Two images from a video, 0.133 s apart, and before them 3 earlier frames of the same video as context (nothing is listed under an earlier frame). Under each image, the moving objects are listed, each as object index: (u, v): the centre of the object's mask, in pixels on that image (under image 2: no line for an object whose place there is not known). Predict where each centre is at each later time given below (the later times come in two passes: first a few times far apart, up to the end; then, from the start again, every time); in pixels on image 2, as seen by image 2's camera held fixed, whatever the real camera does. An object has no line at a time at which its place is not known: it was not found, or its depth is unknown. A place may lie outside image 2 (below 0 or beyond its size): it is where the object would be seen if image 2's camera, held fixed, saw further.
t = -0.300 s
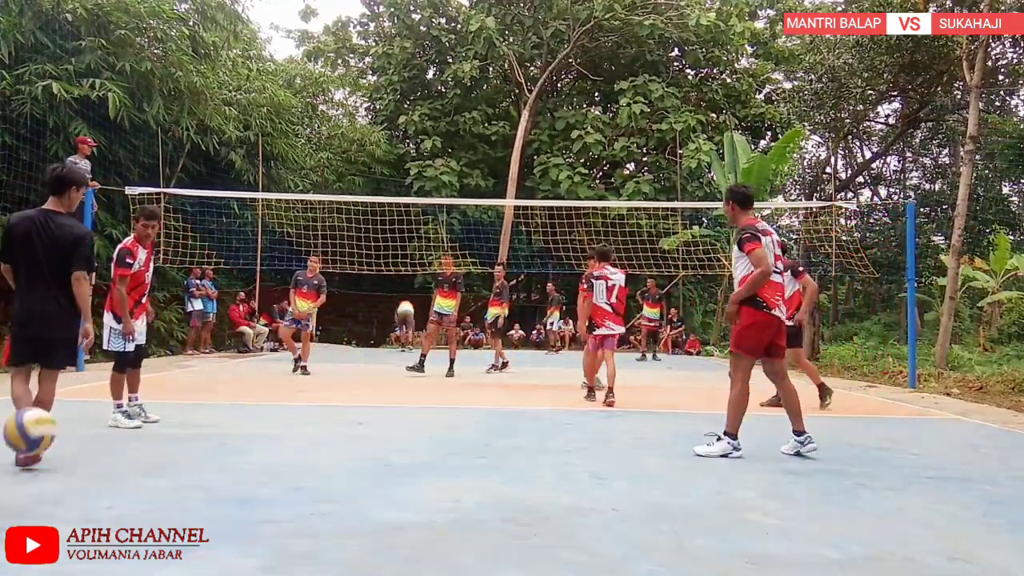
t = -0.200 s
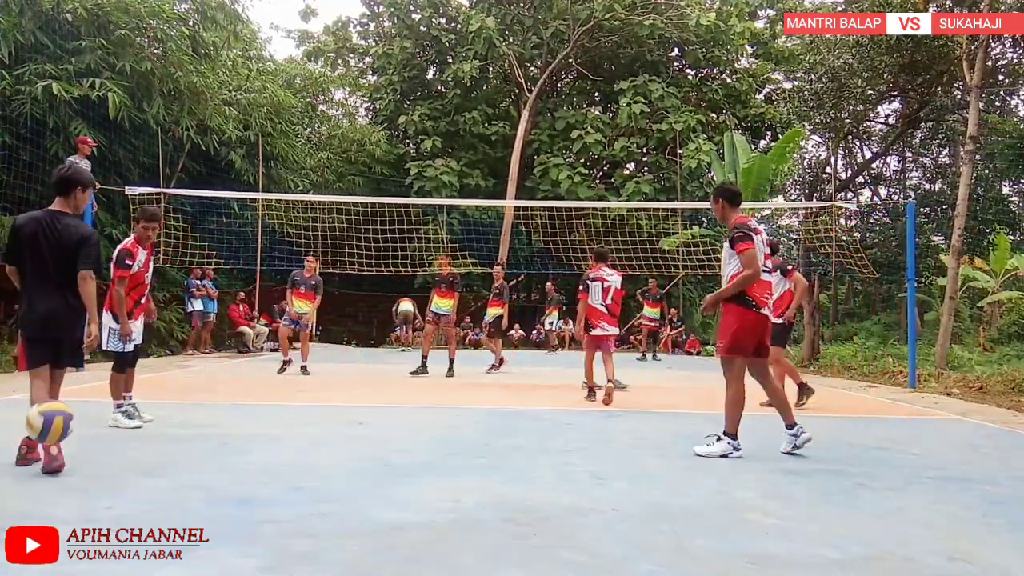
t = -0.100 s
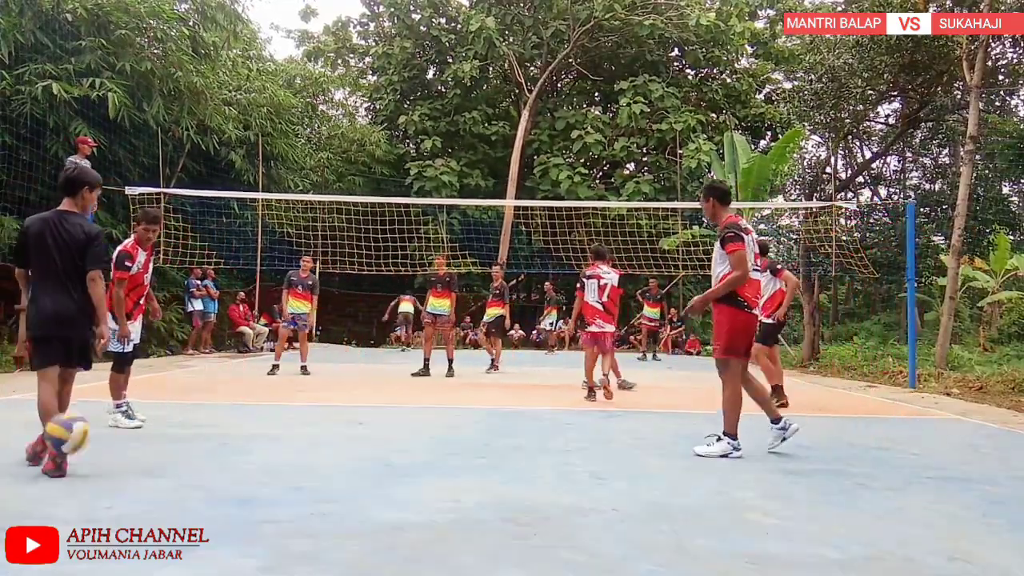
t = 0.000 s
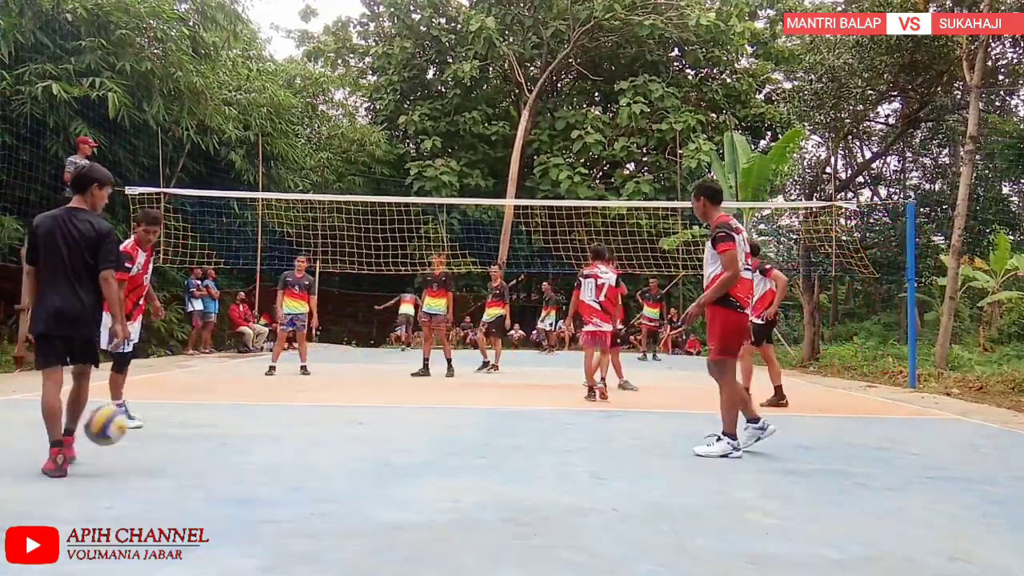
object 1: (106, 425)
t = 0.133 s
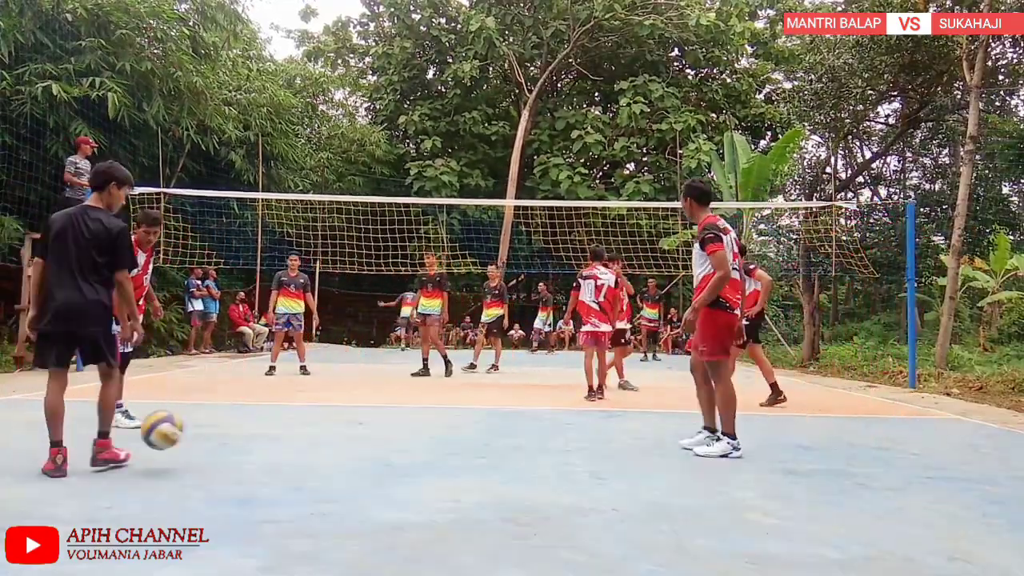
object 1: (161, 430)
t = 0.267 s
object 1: (213, 441)
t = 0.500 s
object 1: (286, 426)
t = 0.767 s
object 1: (358, 417)
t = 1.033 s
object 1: (421, 416)
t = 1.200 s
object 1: (458, 421)
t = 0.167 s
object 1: (175, 437)
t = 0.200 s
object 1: (188, 444)
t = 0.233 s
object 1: (201, 452)
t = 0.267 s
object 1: (213, 441)
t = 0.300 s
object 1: (224, 433)
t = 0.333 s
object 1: (235, 427)
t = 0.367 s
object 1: (246, 422)
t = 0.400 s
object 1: (256, 421)
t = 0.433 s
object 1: (266, 421)
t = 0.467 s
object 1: (277, 423)
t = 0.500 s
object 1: (286, 426)
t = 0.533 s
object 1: (295, 432)
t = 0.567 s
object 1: (305, 439)
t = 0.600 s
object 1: (314, 434)
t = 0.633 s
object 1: (323, 427)
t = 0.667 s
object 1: (332, 421)
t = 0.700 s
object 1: (341, 419)
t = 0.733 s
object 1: (349, 417)
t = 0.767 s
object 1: (358, 417)
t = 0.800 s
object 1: (367, 419)
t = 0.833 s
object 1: (374, 422)
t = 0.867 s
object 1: (382, 428)
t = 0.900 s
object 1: (390, 432)
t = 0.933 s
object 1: (398, 425)
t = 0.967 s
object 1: (406, 421)
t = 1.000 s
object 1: (414, 418)
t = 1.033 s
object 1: (421, 416)
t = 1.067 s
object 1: (429, 418)
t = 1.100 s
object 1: (436, 419)
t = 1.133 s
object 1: (444, 423)
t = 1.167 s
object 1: (451, 426)
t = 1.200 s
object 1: (458, 421)
